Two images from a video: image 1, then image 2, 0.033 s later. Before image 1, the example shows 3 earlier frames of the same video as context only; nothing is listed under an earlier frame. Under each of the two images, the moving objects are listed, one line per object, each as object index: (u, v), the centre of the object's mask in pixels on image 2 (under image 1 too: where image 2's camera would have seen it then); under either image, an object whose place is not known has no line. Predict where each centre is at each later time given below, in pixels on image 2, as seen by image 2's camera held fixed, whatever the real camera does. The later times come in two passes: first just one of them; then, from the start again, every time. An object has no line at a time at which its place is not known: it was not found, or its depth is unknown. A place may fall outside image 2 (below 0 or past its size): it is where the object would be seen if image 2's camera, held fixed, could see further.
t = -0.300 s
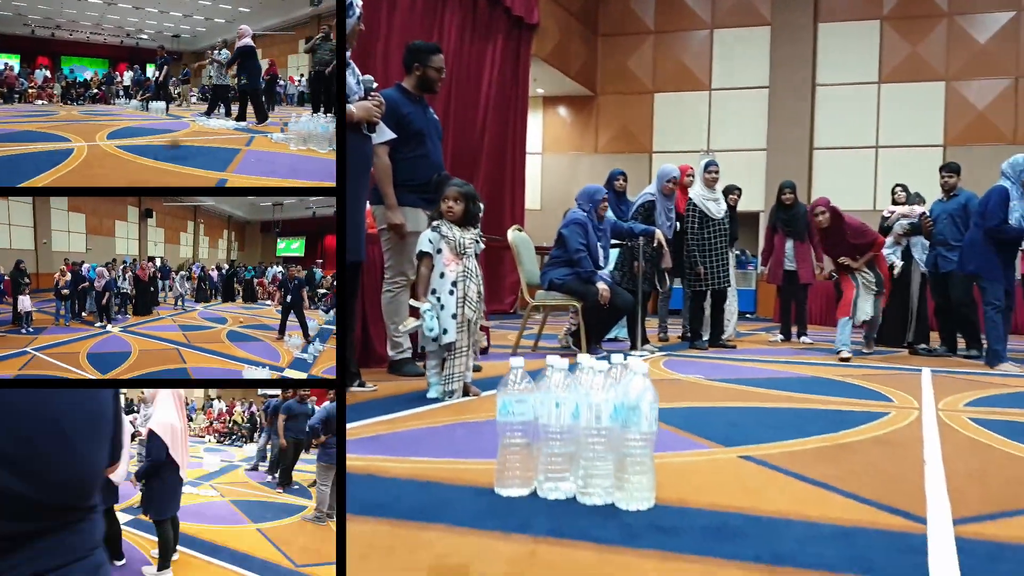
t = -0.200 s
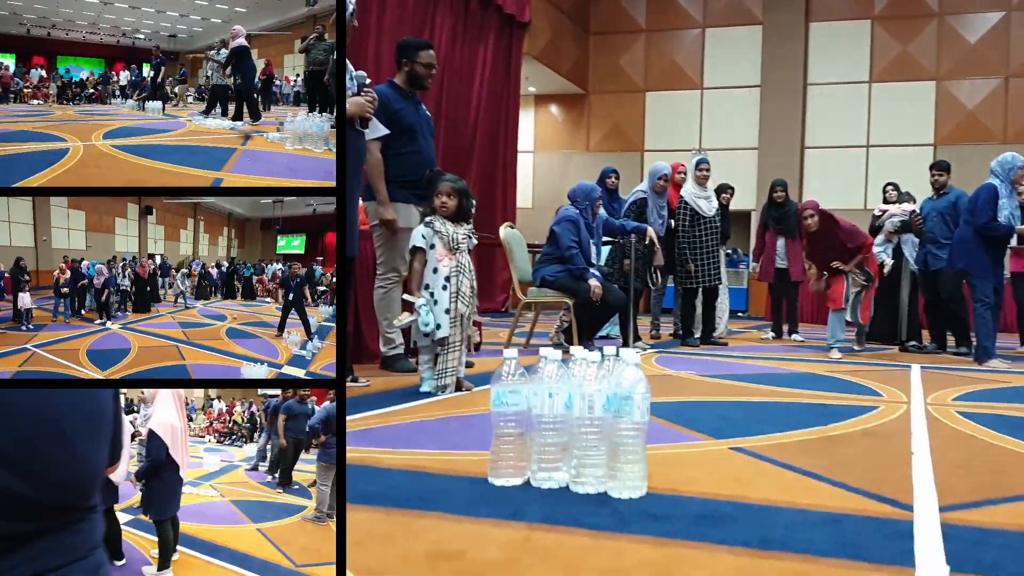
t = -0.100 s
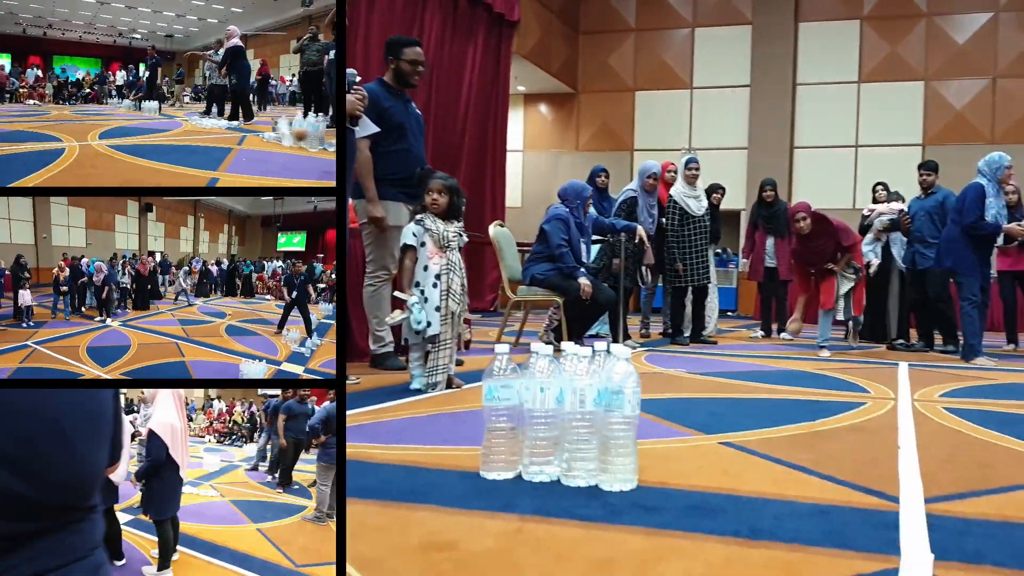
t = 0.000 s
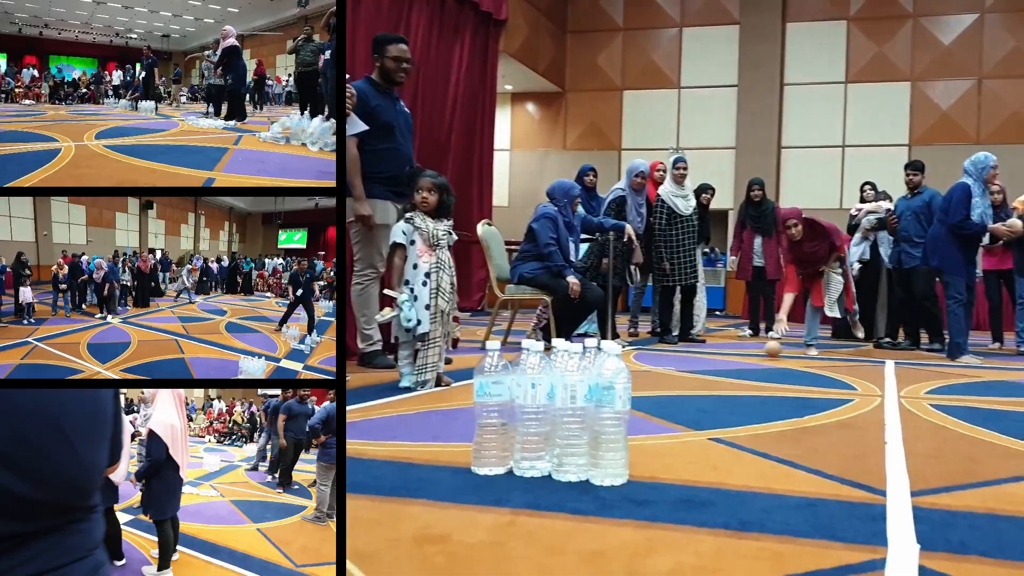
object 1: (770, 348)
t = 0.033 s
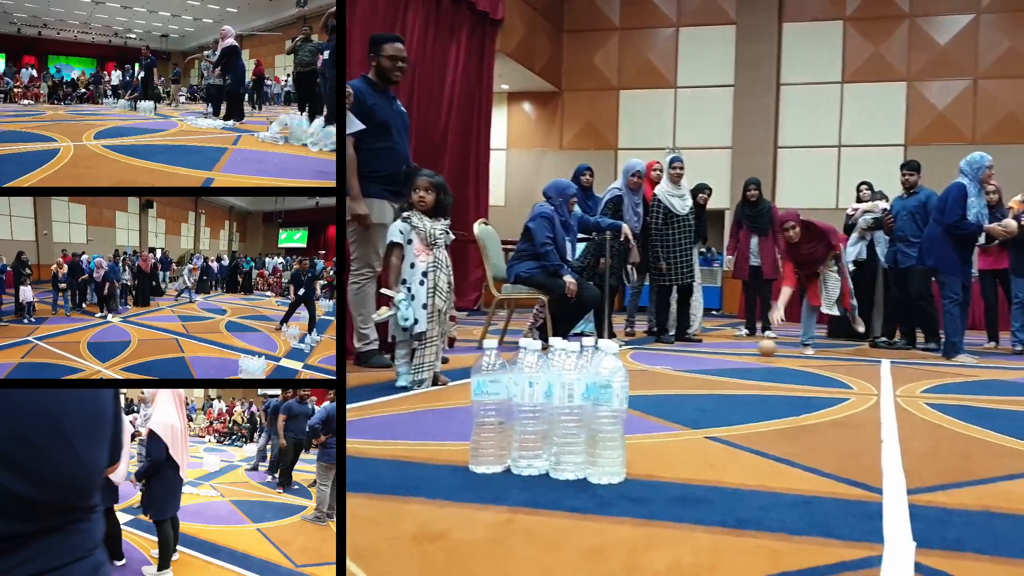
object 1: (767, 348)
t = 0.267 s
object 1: (737, 348)
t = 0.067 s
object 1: (764, 349)
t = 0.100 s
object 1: (760, 352)
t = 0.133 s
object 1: (755, 358)
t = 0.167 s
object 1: (752, 365)
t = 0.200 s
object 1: (747, 358)
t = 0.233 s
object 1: (742, 352)
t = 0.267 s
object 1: (737, 348)
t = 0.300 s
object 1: (731, 346)
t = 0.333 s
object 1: (722, 346)
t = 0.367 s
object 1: (716, 348)
